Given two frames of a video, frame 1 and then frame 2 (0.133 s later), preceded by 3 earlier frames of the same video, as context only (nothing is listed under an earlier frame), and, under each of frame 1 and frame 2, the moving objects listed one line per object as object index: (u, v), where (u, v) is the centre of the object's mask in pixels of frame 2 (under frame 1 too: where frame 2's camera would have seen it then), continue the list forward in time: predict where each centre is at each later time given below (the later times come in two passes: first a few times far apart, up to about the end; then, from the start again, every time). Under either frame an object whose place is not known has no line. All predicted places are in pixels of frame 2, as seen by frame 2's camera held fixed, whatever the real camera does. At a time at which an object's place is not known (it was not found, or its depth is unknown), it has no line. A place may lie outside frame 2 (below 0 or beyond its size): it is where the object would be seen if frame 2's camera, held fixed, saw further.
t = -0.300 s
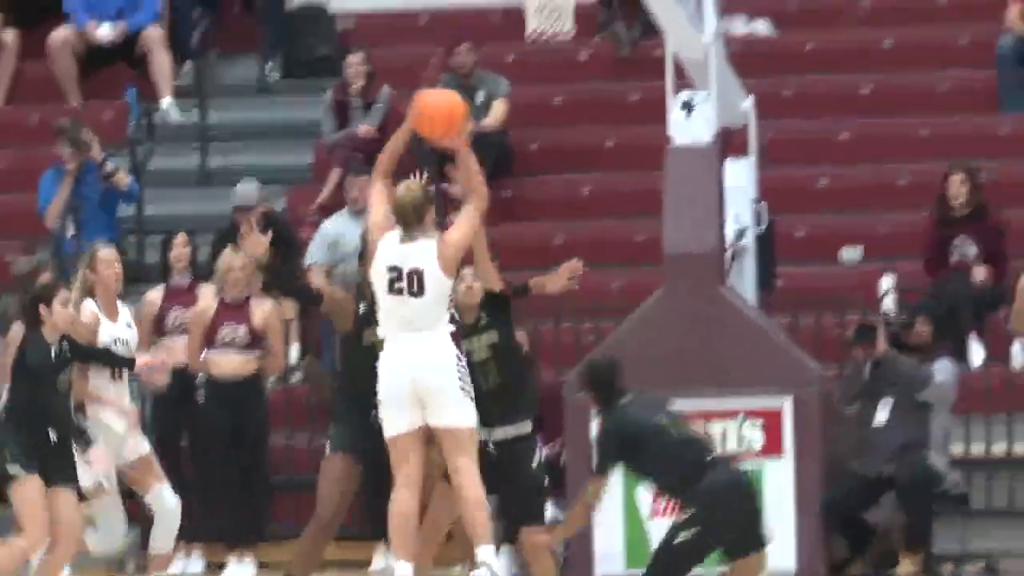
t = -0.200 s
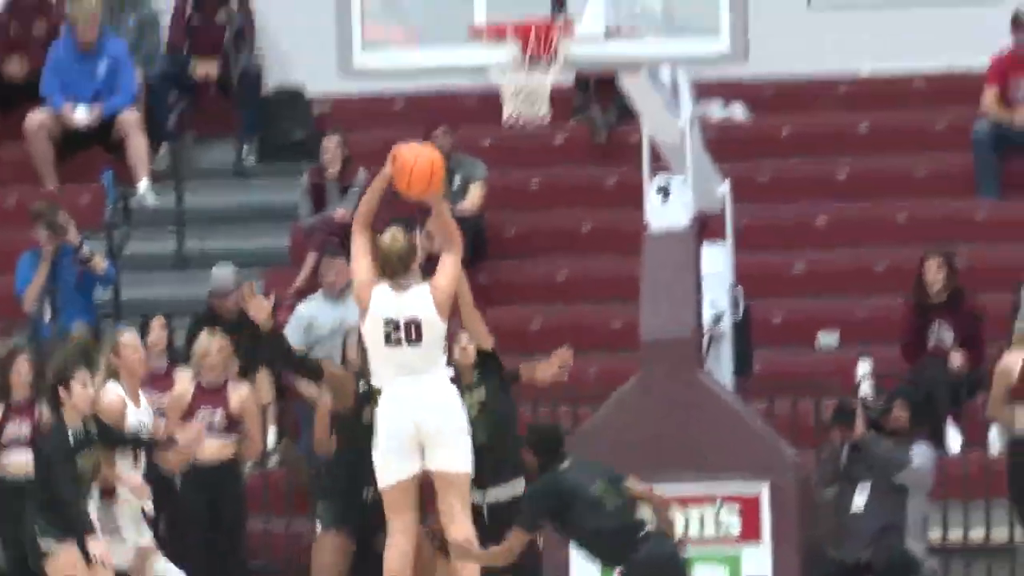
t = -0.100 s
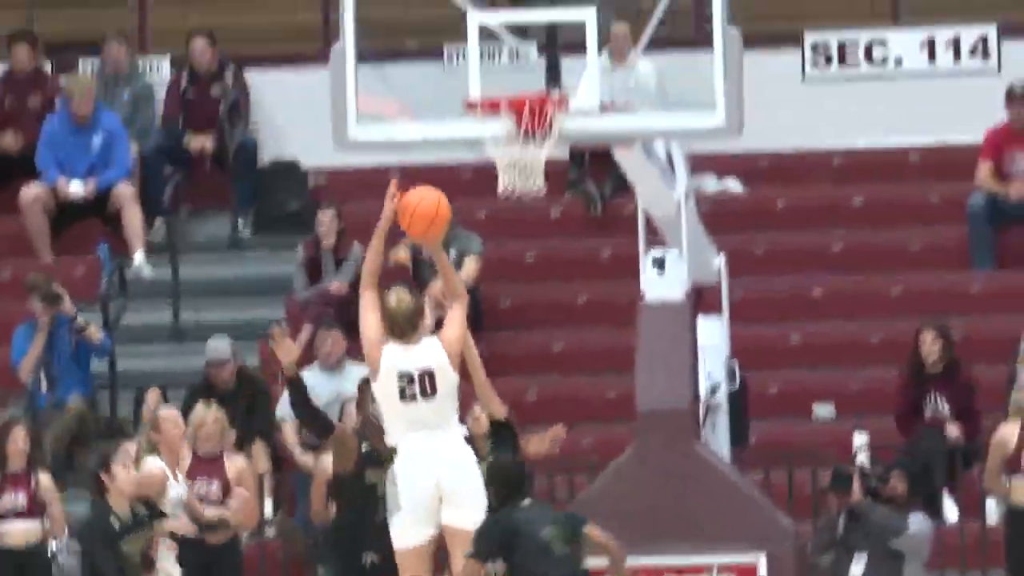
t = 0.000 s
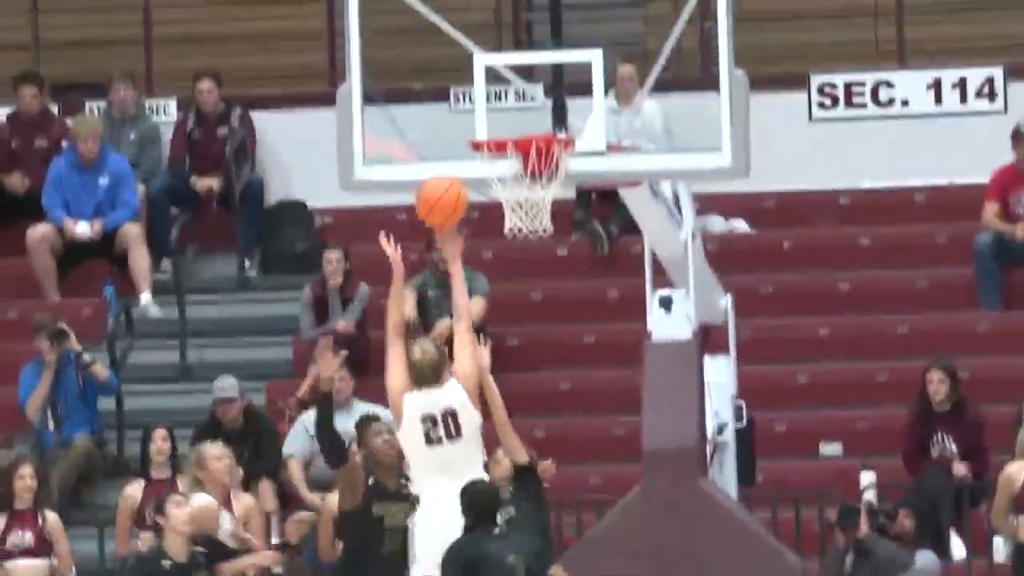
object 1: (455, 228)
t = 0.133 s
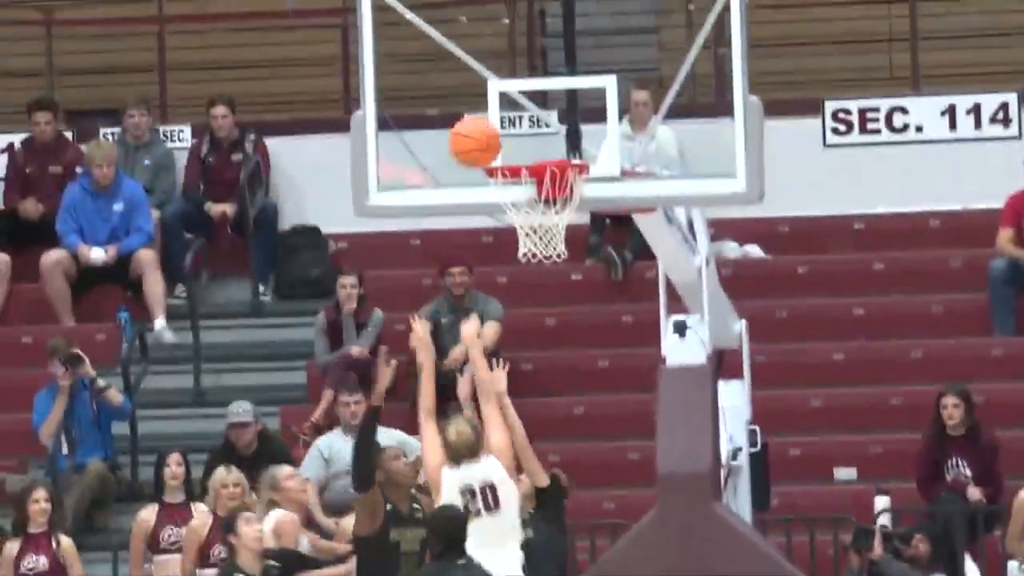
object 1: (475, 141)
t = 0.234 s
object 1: (491, 105)
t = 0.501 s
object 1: (536, 117)
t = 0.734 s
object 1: (515, 200)
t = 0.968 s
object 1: (559, 281)
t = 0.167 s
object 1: (481, 127)
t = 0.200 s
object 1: (485, 115)
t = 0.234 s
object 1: (491, 105)
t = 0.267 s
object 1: (497, 98)
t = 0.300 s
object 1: (503, 94)
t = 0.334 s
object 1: (507, 92)
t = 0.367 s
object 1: (513, 92)
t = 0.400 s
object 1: (519, 94)
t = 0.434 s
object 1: (524, 100)
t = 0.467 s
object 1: (530, 107)
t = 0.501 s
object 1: (536, 117)
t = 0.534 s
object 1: (541, 129)
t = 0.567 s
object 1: (547, 142)
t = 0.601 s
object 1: (551, 160)
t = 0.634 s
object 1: (542, 168)
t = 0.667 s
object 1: (525, 178)
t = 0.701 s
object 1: (513, 192)
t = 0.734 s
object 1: (515, 200)
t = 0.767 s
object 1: (518, 211)
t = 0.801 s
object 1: (523, 219)
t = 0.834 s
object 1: (531, 230)
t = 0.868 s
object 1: (537, 237)
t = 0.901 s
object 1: (546, 251)
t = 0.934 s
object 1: (553, 266)
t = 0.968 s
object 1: (559, 281)
